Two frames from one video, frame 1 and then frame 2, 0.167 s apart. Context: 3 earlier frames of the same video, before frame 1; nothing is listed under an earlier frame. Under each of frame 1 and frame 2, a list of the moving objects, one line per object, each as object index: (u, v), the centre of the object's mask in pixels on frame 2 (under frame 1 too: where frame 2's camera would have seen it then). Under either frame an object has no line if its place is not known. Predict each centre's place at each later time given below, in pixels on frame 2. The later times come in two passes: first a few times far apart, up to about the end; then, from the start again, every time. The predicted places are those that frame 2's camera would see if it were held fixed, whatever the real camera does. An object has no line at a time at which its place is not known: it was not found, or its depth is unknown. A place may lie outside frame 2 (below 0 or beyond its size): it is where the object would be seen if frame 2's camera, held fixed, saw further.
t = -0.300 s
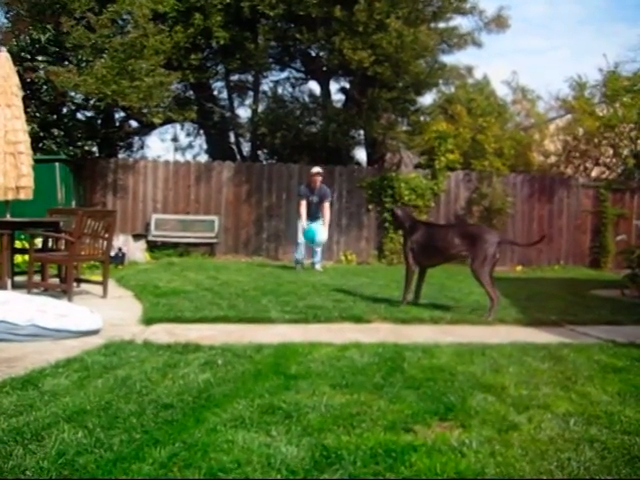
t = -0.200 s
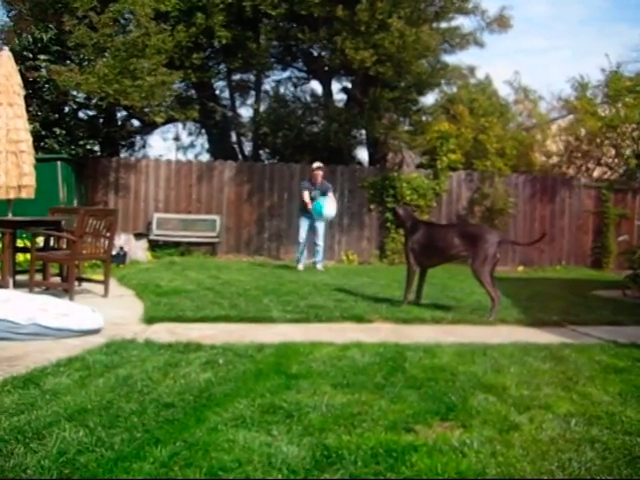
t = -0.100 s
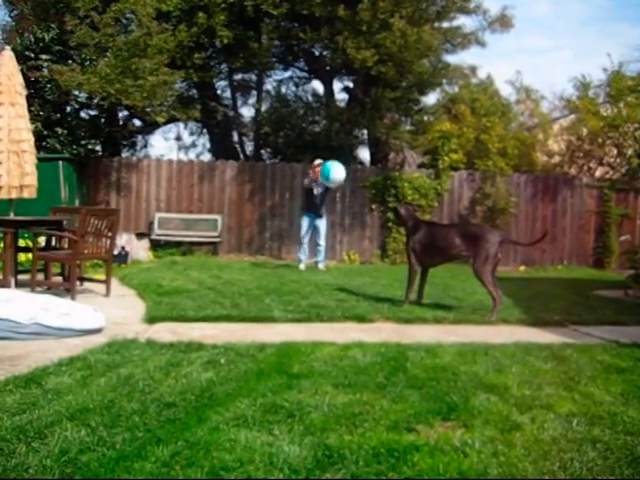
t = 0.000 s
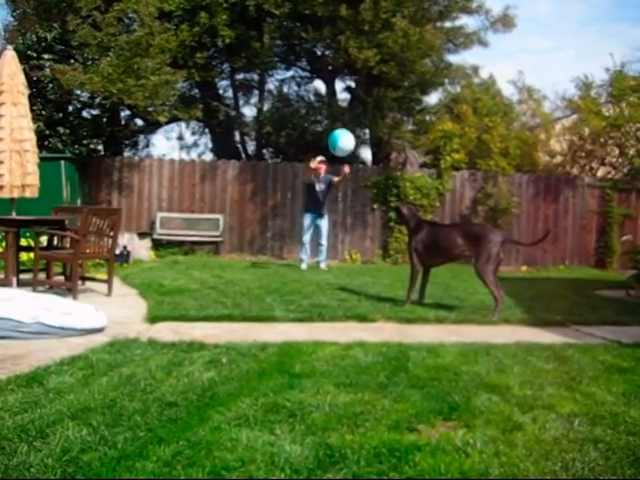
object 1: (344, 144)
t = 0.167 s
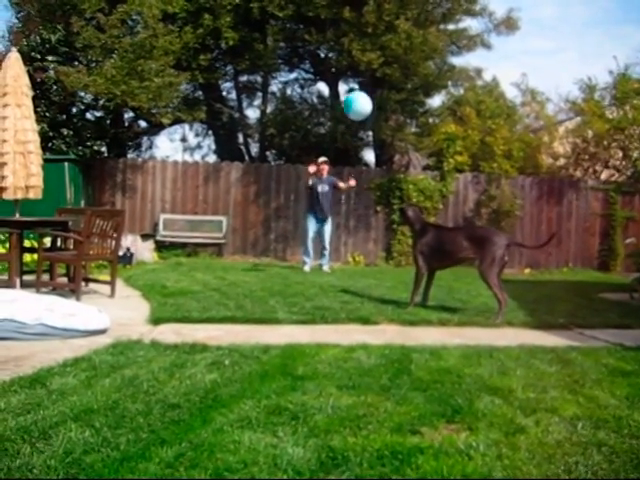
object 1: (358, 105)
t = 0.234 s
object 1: (363, 94)
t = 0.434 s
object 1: (382, 81)
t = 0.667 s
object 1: (405, 104)
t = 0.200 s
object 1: (360, 99)
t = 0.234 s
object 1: (363, 94)
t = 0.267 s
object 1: (366, 90)
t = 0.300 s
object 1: (369, 87)
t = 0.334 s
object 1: (372, 84)
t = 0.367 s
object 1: (375, 82)
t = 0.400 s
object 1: (378, 81)
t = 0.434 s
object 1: (382, 81)
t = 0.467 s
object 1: (385, 81)
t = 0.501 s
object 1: (388, 83)
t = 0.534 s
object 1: (392, 85)
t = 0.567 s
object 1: (395, 88)
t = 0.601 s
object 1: (398, 92)
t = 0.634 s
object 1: (401, 97)
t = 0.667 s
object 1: (405, 104)
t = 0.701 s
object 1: (408, 111)
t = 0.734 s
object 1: (412, 118)
